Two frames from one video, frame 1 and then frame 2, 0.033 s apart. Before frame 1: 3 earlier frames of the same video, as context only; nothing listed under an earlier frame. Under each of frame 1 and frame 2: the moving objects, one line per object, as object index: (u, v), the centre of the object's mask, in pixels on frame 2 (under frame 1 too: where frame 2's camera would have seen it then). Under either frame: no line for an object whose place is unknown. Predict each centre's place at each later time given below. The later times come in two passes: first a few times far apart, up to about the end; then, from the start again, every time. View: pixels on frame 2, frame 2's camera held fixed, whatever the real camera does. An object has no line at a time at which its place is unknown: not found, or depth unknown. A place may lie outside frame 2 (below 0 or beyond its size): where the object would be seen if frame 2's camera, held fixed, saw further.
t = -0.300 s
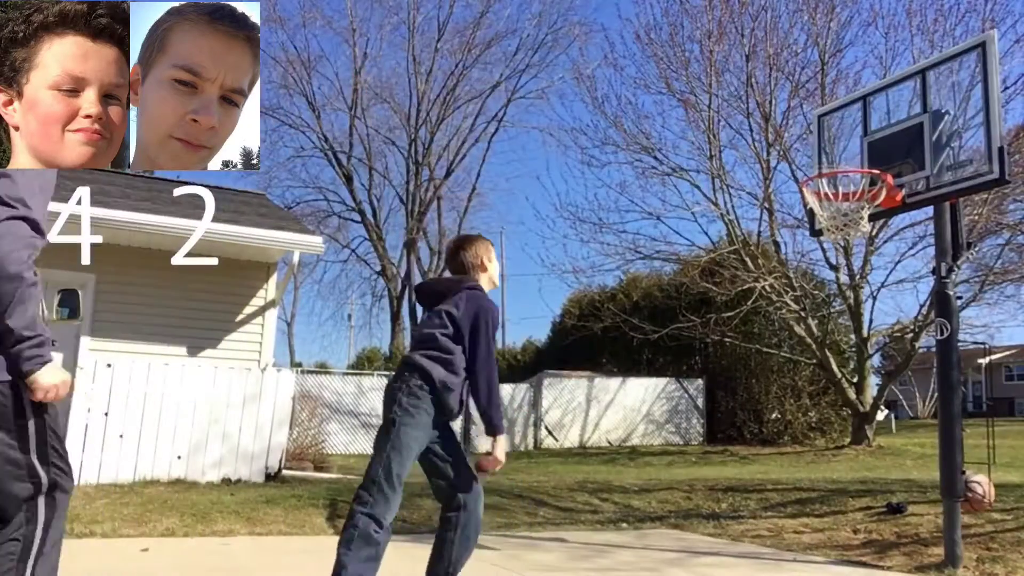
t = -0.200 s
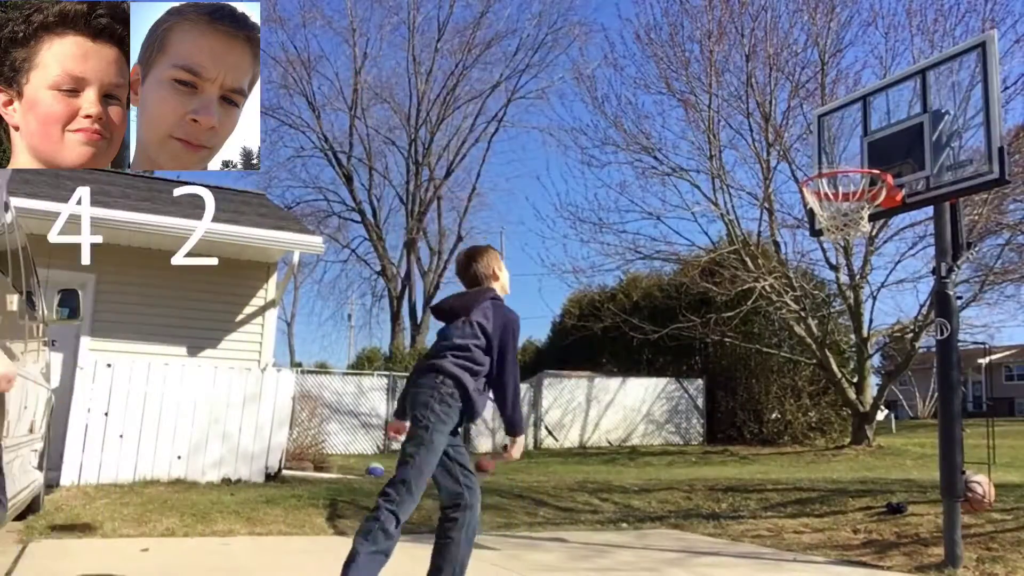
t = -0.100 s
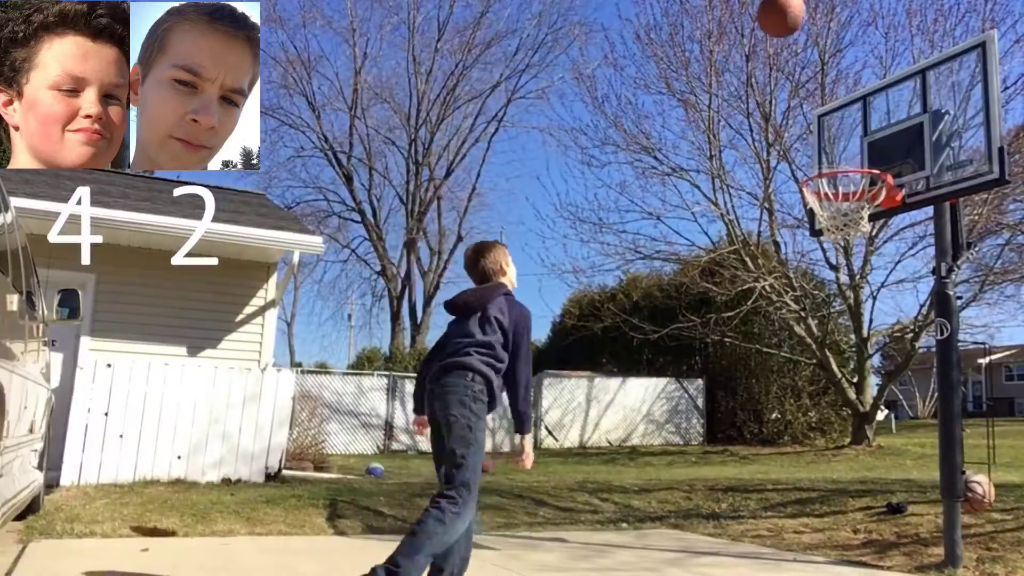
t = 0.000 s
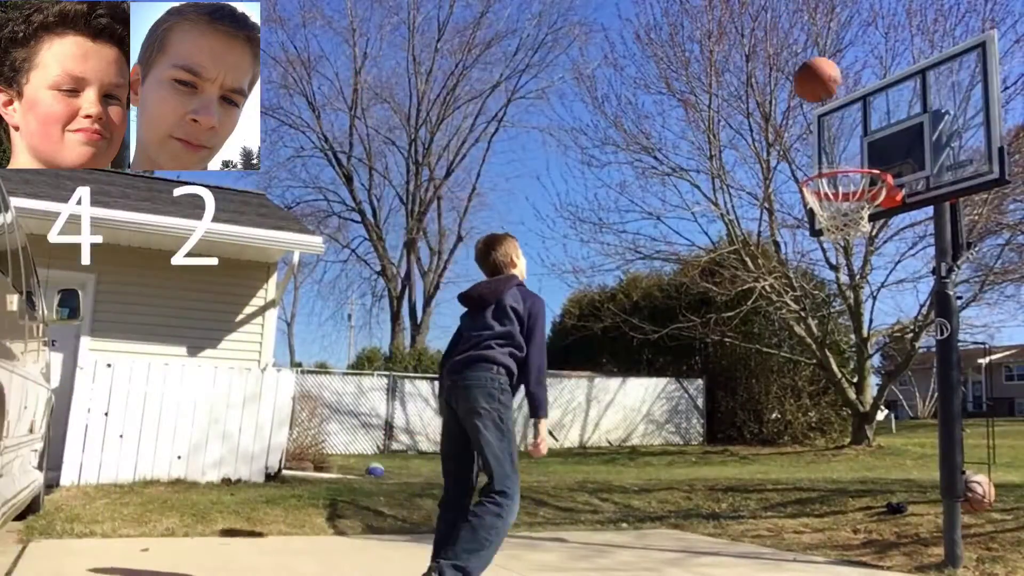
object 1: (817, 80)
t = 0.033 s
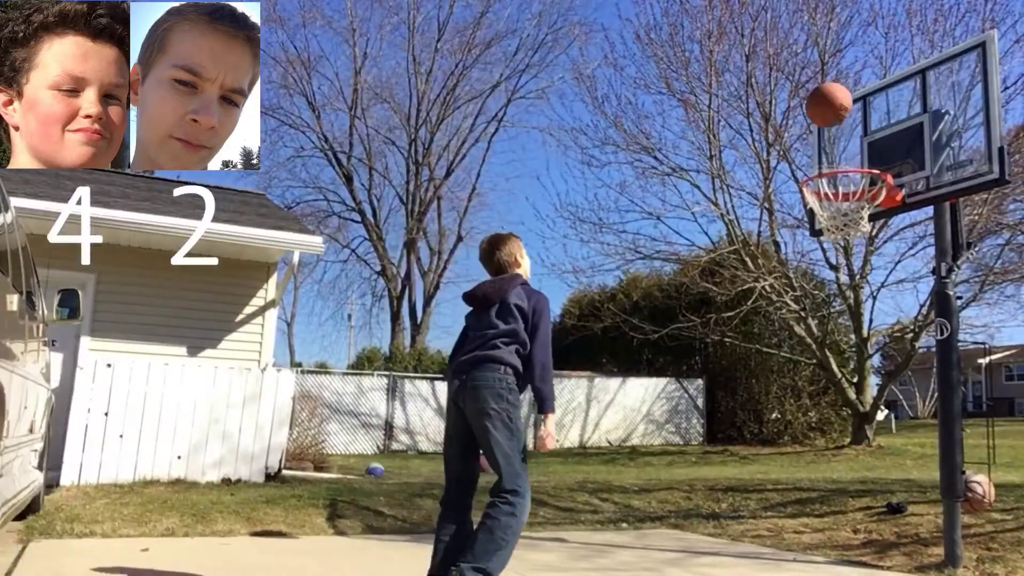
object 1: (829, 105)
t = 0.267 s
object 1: (866, 158)
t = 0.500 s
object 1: (817, 169)
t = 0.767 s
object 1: (783, 223)
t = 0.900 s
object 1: (766, 289)
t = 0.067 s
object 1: (840, 130)
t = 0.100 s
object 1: (851, 155)
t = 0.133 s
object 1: (855, 156)
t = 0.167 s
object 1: (859, 158)
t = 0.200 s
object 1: (865, 157)
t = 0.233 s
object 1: (869, 172)
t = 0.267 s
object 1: (866, 158)
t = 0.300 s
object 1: (857, 157)
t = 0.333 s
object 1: (848, 159)
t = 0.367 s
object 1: (839, 162)
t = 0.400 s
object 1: (831, 168)
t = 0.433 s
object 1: (827, 170)
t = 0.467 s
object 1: (822, 171)
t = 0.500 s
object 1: (817, 169)
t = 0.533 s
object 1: (813, 170)
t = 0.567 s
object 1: (807, 172)
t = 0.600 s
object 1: (802, 176)
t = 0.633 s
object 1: (798, 183)
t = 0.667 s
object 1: (792, 192)
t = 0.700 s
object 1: (790, 201)
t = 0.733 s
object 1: (787, 212)
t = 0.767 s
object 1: (783, 223)
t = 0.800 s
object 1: (779, 238)
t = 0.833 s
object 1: (774, 254)
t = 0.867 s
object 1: (770, 271)
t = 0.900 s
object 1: (766, 289)
